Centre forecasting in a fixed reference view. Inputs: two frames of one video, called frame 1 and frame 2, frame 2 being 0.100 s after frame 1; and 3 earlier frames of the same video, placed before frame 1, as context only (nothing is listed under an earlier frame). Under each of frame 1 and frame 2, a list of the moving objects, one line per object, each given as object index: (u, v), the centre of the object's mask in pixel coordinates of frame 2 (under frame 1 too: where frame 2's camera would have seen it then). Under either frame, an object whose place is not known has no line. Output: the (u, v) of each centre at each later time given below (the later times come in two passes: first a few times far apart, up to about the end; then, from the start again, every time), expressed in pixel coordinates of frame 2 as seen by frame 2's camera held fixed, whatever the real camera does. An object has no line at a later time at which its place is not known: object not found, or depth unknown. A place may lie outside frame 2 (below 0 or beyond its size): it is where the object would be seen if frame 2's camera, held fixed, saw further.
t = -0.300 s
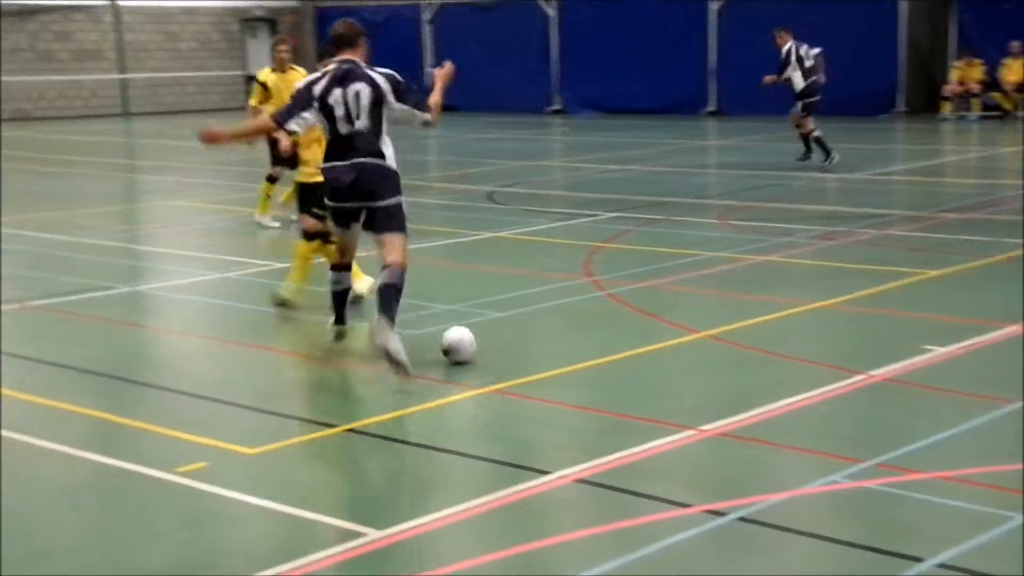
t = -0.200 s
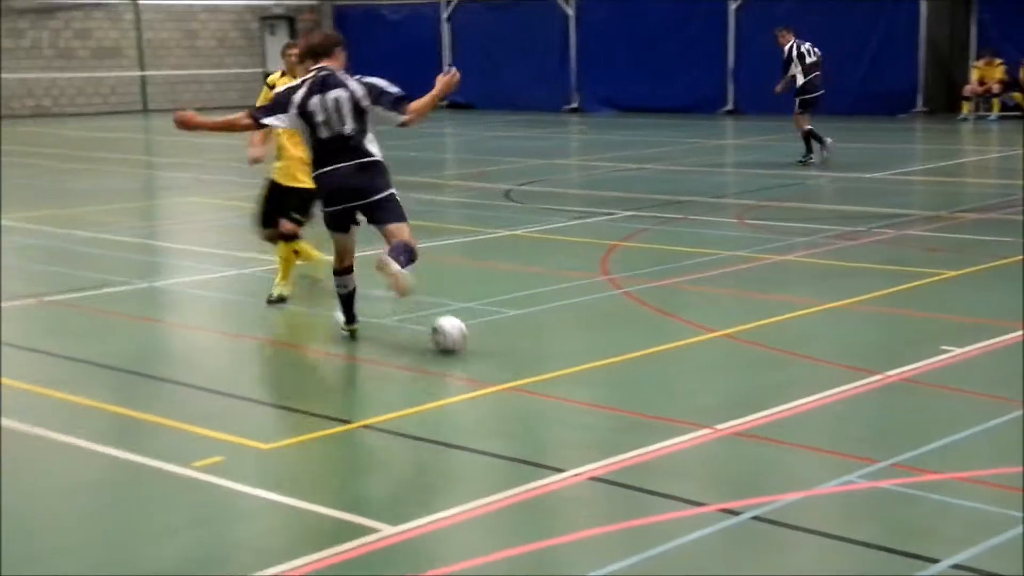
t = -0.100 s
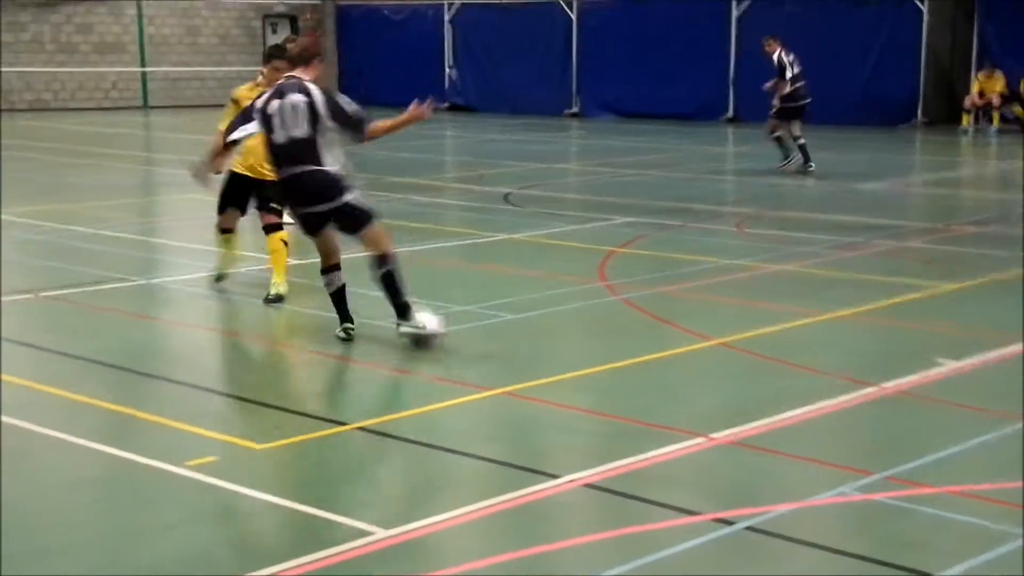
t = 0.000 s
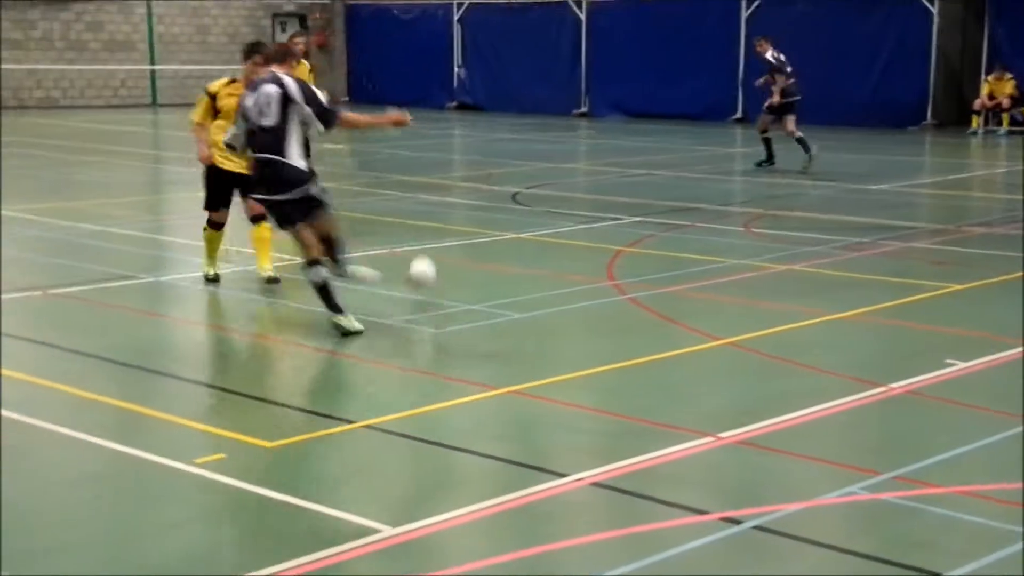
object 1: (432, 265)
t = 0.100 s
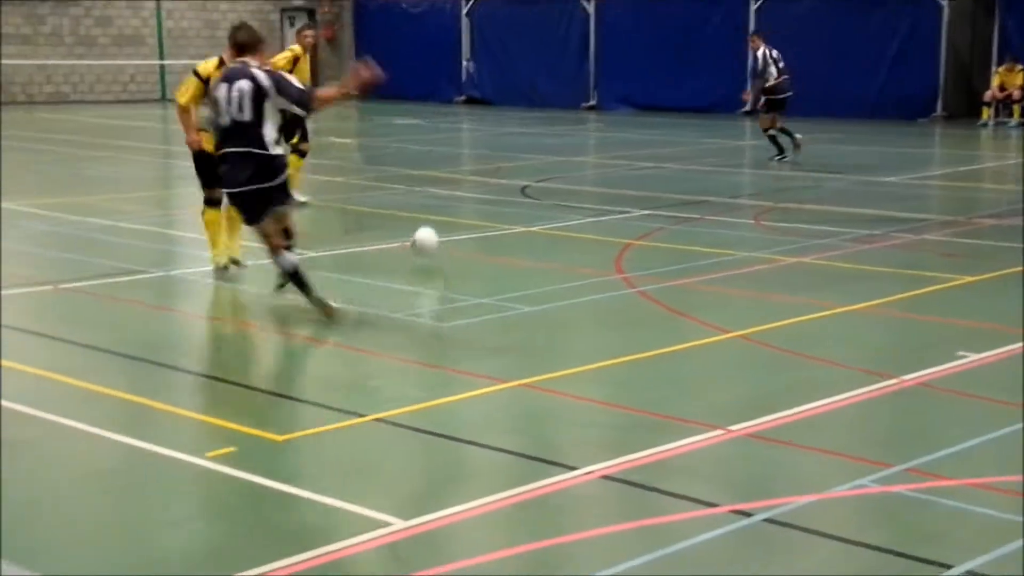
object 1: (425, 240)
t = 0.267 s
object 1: (414, 218)
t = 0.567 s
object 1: (389, 188)
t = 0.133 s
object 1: (423, 236)
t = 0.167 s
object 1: (421, 236)
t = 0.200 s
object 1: (419, 236)
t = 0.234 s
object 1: (416, 228)
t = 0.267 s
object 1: (414, 218)
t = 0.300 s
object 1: (410, 211)
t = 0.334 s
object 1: (408, 205)
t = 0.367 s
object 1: (404, 203)
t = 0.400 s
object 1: (402, 201)
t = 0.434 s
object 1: (399, 202)
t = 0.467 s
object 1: (397, 201)
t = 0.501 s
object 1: (394, 196)
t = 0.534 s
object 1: (392, 191)
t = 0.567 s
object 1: (389, 188)
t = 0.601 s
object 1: (388, 187)
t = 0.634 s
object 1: (385, 186)
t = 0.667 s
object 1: (384, 181)
